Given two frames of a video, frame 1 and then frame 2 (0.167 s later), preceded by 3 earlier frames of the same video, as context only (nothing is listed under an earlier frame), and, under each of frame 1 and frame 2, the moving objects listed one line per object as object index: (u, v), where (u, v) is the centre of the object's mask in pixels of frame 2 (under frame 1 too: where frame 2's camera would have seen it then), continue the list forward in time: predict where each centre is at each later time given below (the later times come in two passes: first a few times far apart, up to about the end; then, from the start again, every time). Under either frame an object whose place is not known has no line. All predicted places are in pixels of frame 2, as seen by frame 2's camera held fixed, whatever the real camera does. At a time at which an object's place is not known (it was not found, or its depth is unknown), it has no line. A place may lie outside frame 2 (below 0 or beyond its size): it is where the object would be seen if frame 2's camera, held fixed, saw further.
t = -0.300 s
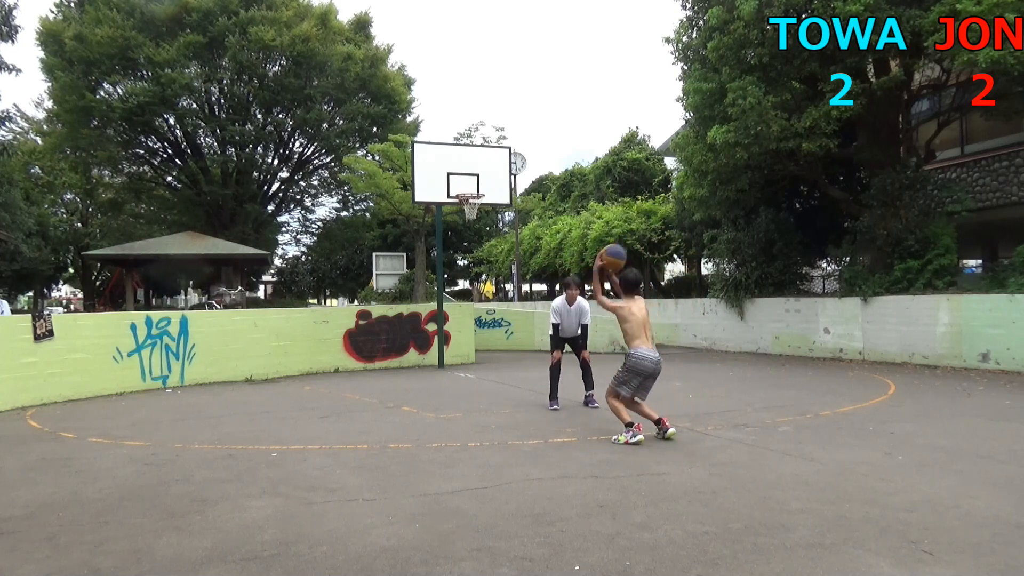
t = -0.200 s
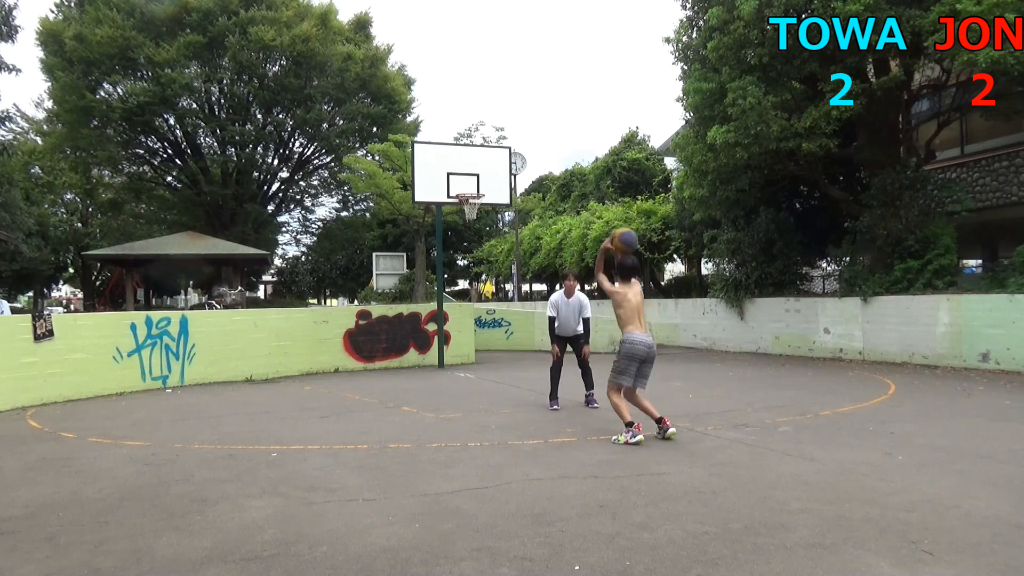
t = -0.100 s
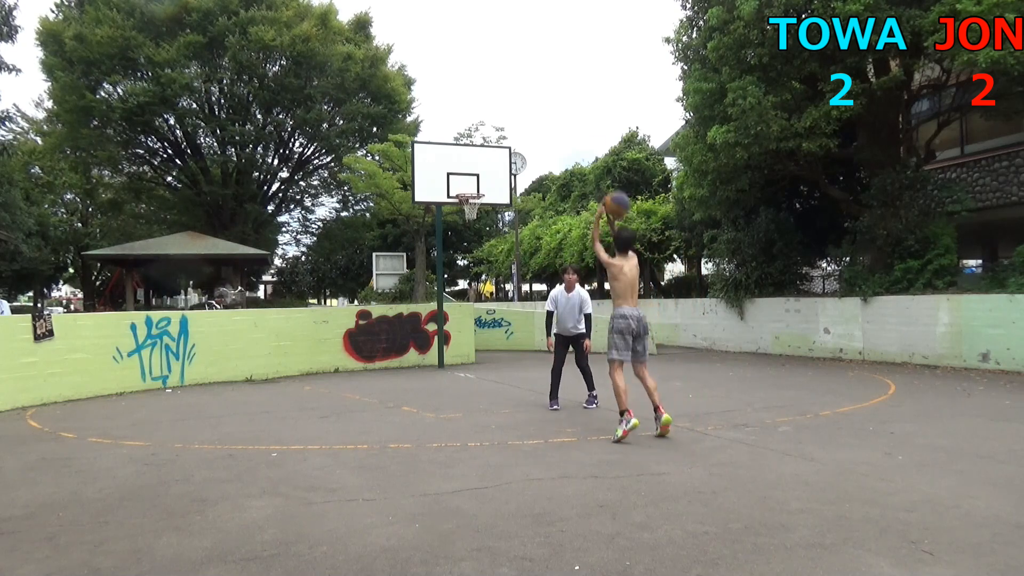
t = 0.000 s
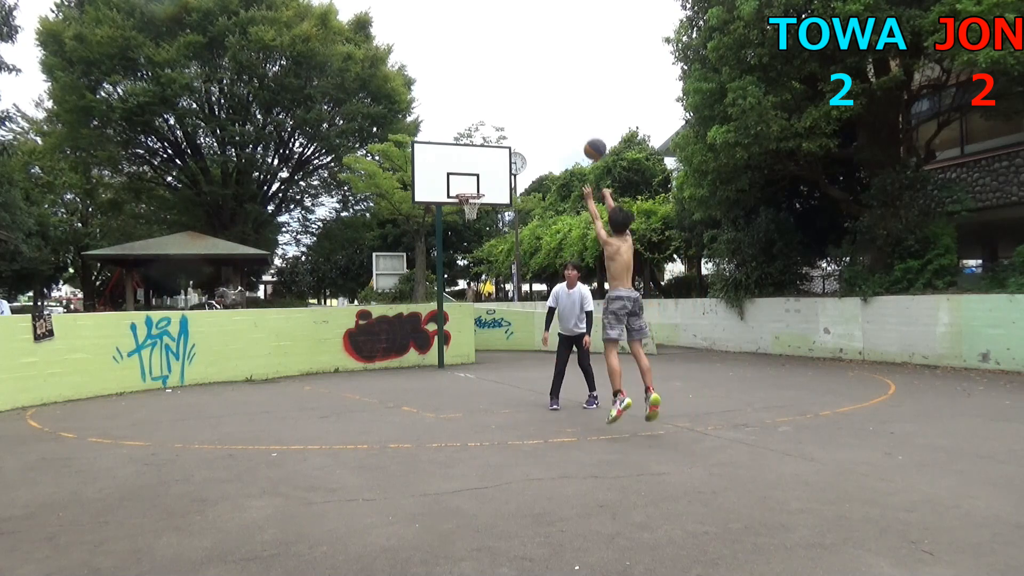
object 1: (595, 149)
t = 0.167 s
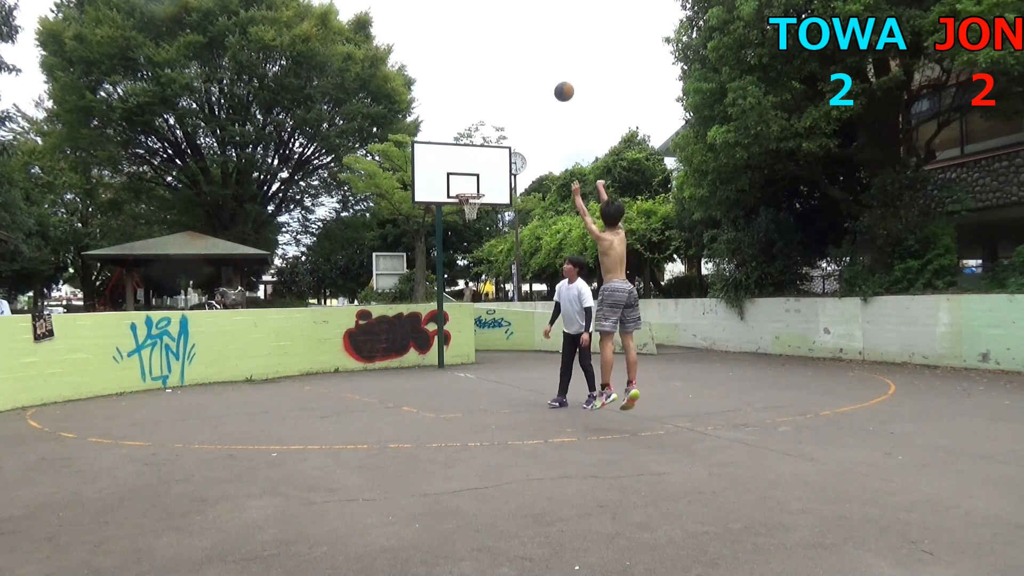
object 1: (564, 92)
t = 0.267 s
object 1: (549, 74)
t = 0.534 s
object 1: (519, 72)
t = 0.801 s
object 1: (499, 116)
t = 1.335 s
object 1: (518, 165)
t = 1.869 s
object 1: (602, 229)
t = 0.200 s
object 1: (559, 85)
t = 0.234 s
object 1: (554, 79)
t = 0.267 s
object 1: (549, 74)
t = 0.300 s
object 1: (545, 70)
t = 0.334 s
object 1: (540, 68)
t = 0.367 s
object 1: (536, 66)
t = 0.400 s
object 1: (533, 66)
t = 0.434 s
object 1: (529, 66)
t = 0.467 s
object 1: (526, 67)
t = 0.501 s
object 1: (522, 70)
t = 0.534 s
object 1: (519, 72)
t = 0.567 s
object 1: (517, 75)
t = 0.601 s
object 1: (514, 79)
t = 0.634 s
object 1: (511, 84)
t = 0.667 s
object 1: (508, 89)
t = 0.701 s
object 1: (506, 95)
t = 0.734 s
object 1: (503, 102)
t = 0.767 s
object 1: (501, 109)
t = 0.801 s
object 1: (499, 116)
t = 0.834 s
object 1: (497, 124)
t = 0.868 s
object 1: (495, 132)
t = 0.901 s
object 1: (493, 141)
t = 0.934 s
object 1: (491, 151)
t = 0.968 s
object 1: (490, 160)
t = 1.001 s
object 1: (488, 170)
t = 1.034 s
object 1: (486, 181)
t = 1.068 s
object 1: (485, 190)
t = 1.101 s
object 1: (488, 186)
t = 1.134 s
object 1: (491, 182)
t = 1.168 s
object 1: (494, 179)
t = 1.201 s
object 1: (498, 175)
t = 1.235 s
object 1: (503, 172)
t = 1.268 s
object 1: (507, 169)
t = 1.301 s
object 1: (513, 167)
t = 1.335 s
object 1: (518, 165)
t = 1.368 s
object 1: (522, 164)
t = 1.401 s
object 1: (527, 164)
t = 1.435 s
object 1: (533, 164)
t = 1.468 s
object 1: (538, 165)
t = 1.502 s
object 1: (543, 167)
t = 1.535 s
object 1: (548, 169)
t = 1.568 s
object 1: (553, 172)
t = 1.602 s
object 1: (559, 176)
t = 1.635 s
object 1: (565, 181)
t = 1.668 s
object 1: (568, 184)
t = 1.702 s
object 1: (575, 189)
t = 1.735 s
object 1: (579, 197)
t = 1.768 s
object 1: (584, 204)
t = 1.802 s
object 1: (591, 212)
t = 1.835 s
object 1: (596, 219)
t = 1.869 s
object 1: (602, 229)
